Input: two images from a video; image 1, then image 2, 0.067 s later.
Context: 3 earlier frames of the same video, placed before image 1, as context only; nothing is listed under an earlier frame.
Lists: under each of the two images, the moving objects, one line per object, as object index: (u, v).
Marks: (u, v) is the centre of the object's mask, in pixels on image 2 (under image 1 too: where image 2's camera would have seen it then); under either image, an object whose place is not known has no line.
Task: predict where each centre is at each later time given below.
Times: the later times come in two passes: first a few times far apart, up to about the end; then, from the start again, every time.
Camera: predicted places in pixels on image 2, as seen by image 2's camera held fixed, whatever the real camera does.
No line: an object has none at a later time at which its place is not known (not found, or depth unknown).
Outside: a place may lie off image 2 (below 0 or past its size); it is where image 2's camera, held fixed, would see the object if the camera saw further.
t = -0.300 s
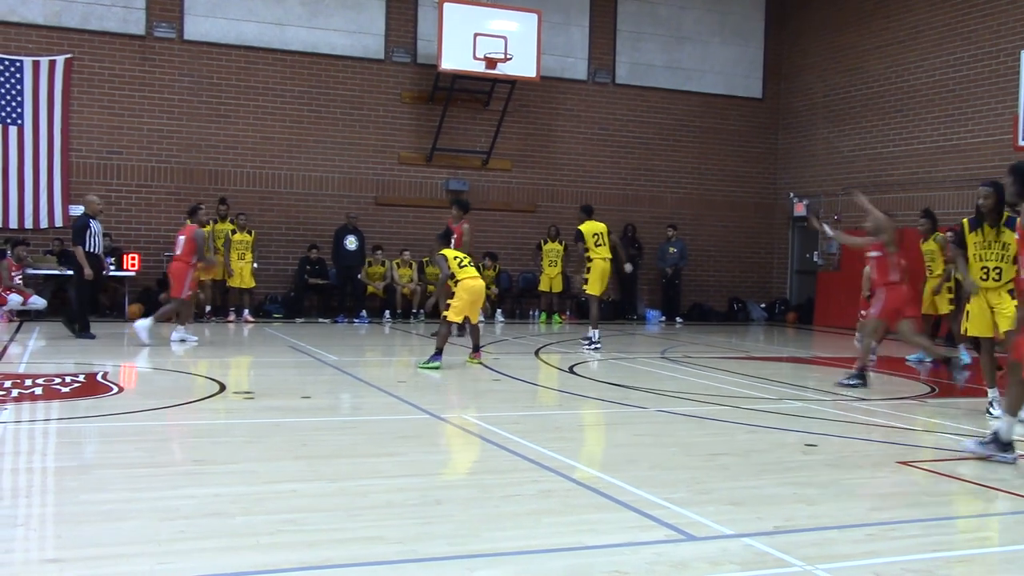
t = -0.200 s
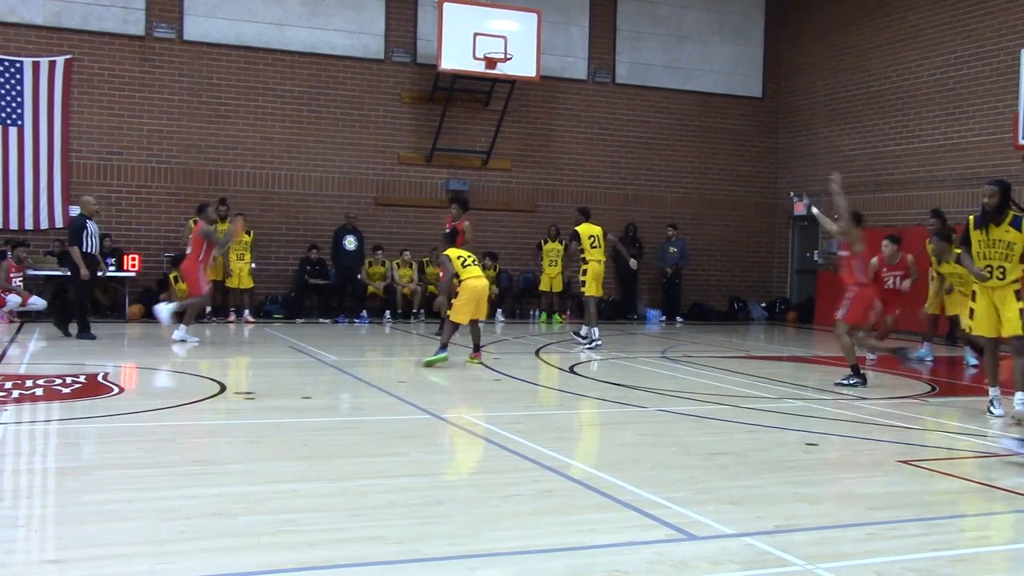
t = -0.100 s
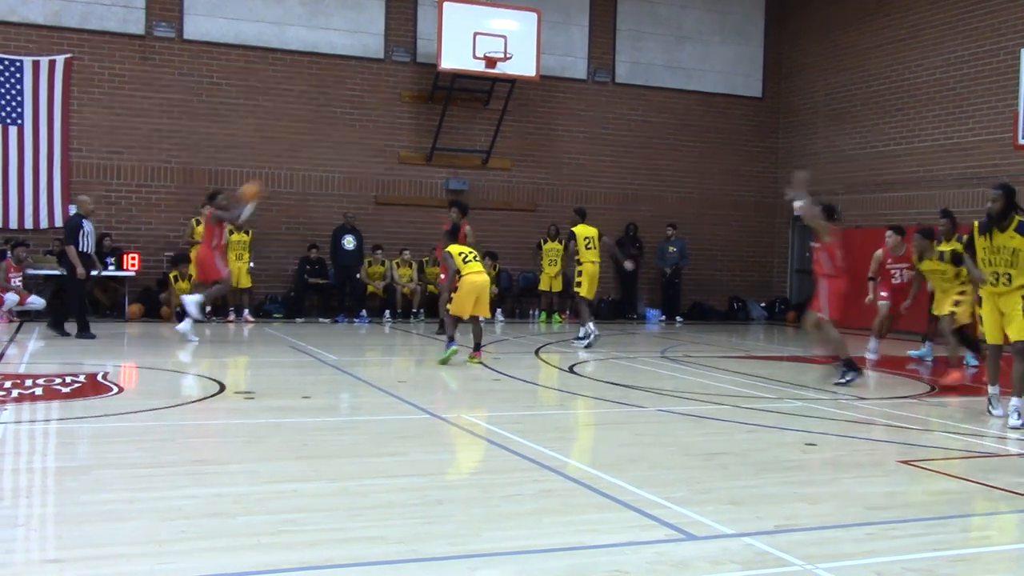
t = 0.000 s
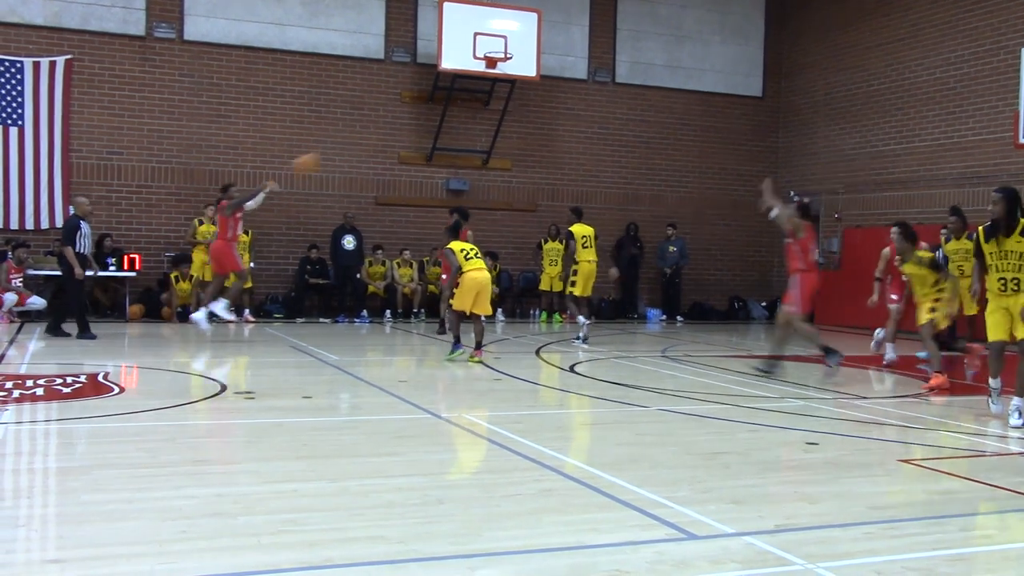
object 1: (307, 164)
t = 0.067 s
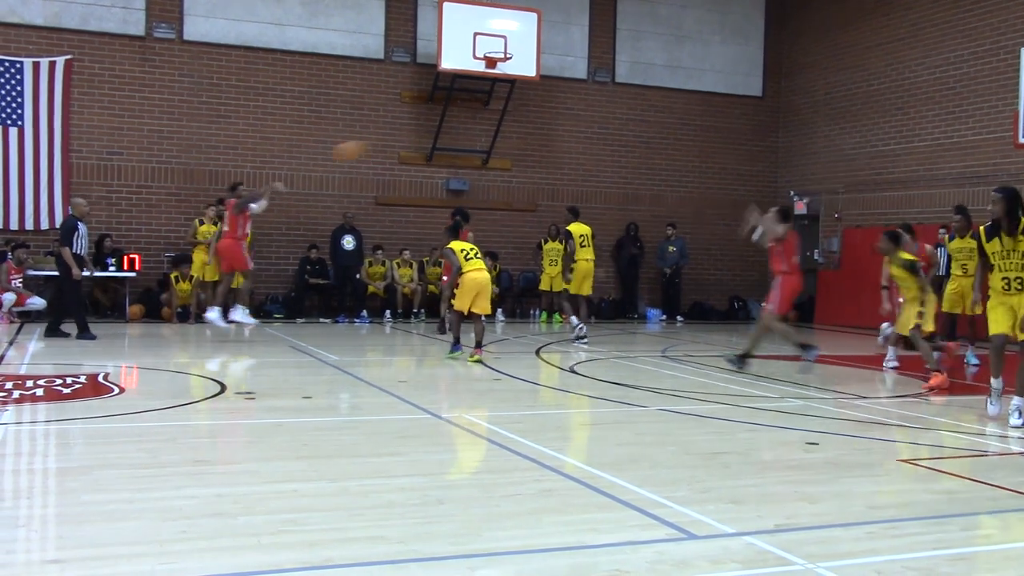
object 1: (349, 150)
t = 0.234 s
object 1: (464, 131)
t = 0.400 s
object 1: (583, 133)
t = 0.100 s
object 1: (372, 144)
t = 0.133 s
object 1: (396, 141)
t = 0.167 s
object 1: (418, 136)
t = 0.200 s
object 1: (441, 133)
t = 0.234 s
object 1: (464, 131)
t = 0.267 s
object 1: (487, 129)
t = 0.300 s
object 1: (511, 129)
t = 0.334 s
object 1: (534, 129)
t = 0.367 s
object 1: (560, 131)
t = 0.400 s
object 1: (583, 133)
